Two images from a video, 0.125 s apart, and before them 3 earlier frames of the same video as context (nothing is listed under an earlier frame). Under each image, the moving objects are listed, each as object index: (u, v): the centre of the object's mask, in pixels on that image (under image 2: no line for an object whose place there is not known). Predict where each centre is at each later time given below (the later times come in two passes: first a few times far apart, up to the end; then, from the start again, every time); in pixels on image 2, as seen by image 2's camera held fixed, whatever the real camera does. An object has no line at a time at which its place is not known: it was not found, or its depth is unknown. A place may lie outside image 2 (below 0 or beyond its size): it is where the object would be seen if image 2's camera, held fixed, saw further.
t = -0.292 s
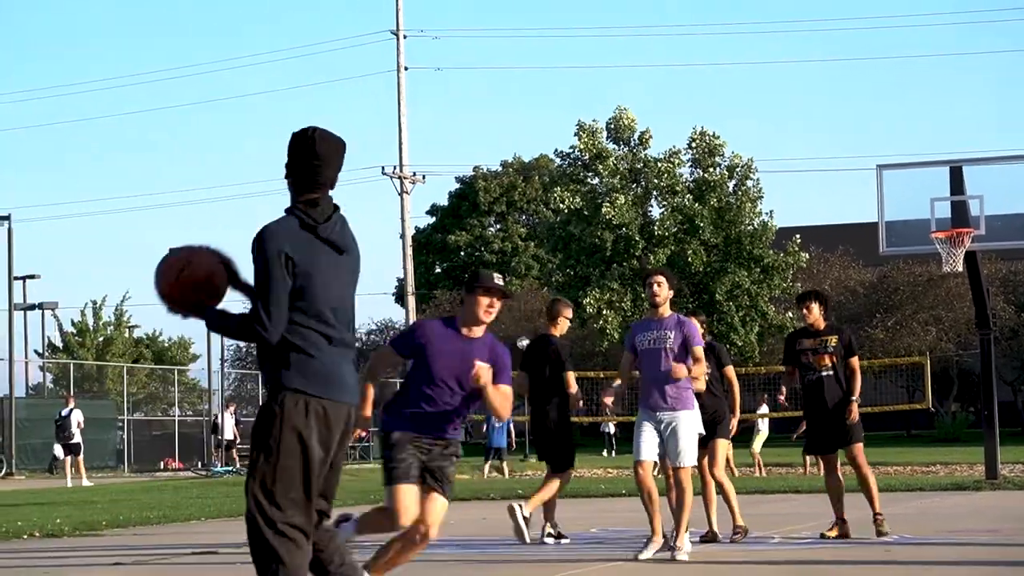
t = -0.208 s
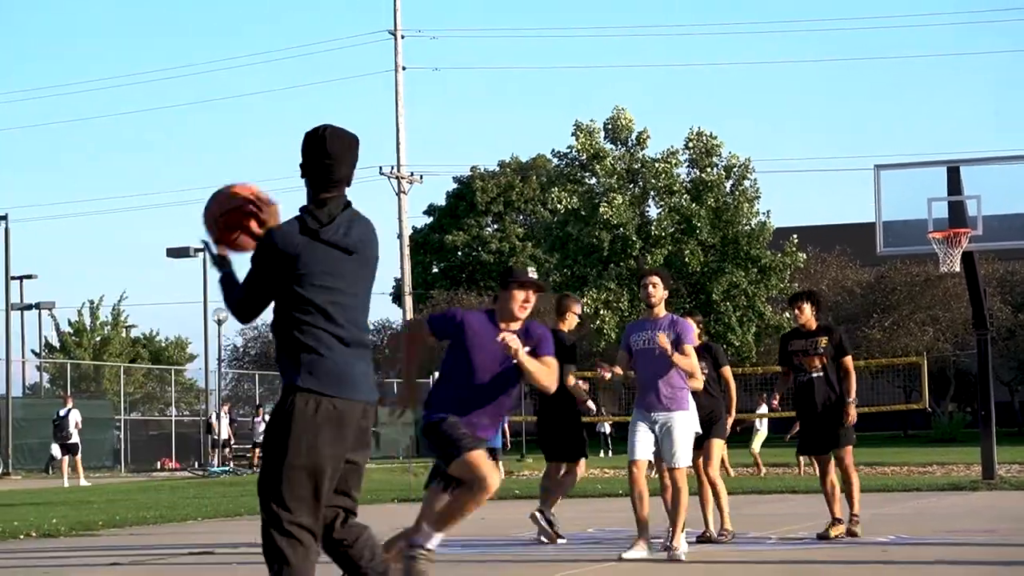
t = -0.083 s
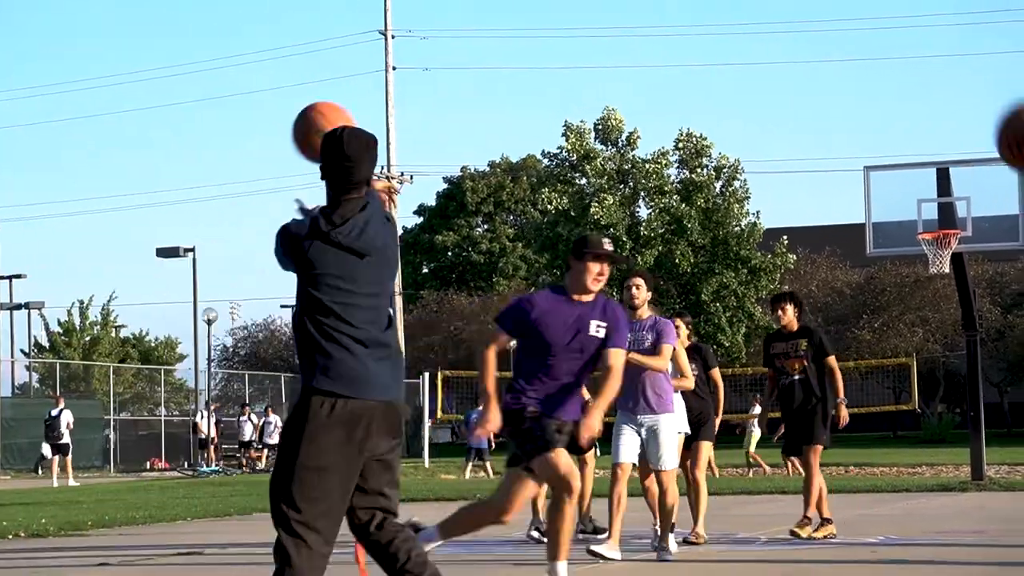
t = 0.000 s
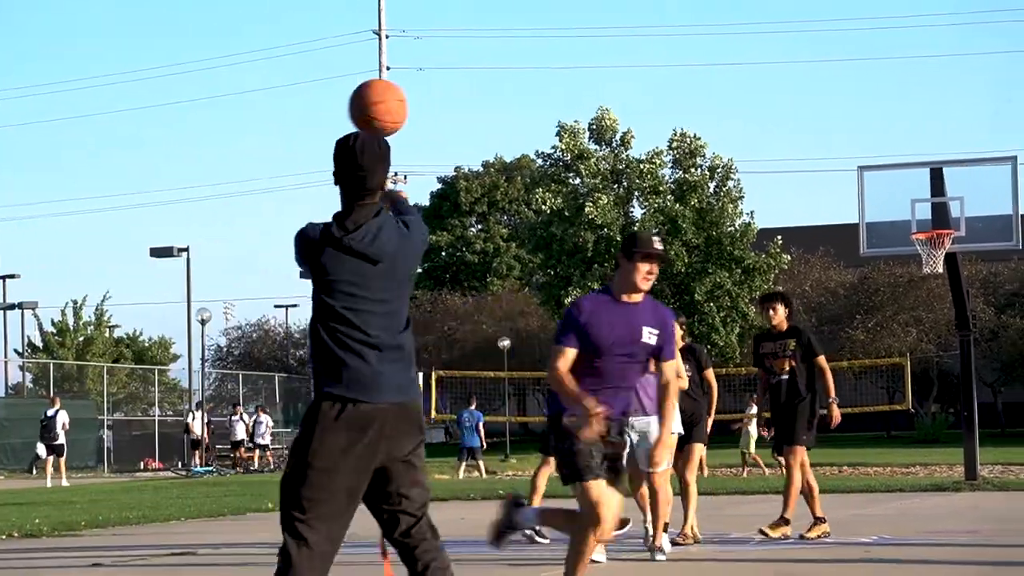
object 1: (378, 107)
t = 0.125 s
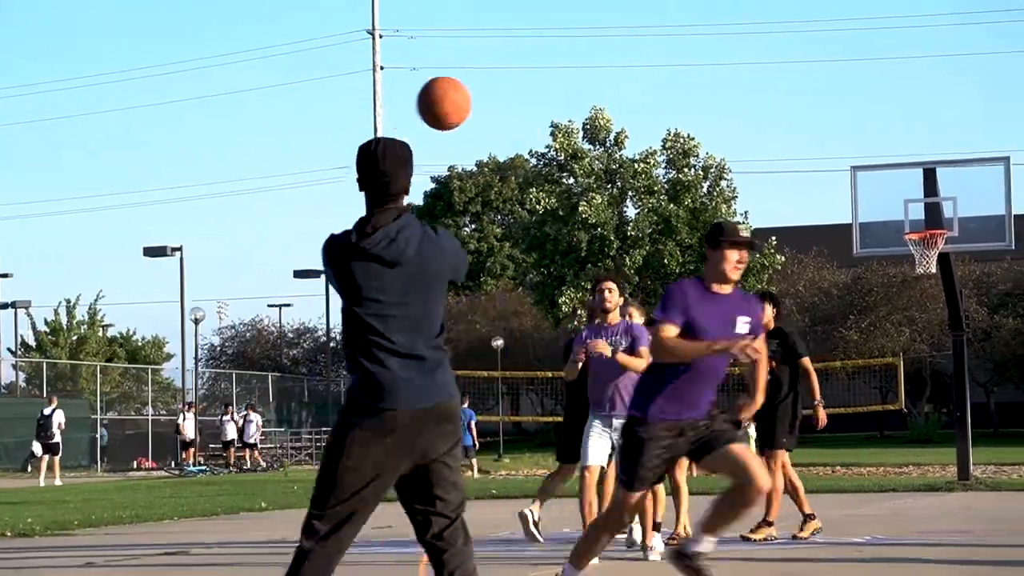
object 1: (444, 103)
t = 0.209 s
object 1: (489, 118)
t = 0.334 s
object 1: (551, 164)
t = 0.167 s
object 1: (471, 110)
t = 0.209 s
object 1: (489, 118)
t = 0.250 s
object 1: (513, 132)
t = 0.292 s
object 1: (529, 144)
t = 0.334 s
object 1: (551, 164)
